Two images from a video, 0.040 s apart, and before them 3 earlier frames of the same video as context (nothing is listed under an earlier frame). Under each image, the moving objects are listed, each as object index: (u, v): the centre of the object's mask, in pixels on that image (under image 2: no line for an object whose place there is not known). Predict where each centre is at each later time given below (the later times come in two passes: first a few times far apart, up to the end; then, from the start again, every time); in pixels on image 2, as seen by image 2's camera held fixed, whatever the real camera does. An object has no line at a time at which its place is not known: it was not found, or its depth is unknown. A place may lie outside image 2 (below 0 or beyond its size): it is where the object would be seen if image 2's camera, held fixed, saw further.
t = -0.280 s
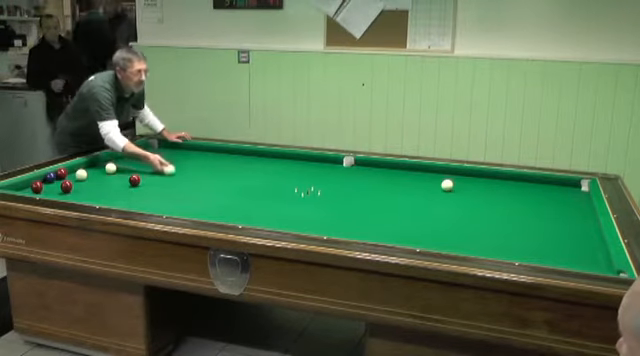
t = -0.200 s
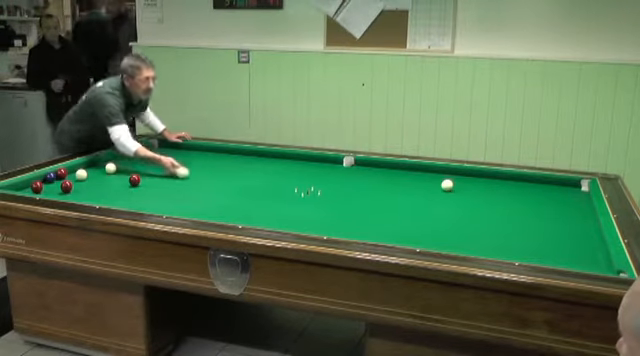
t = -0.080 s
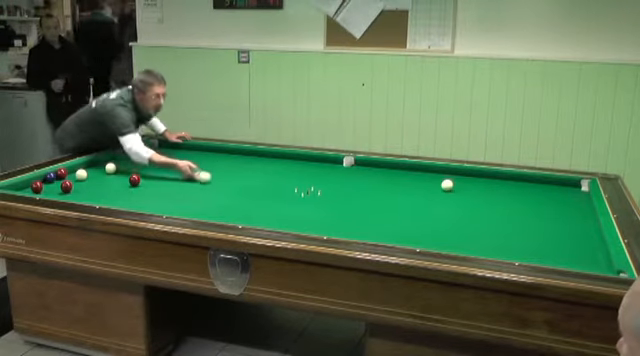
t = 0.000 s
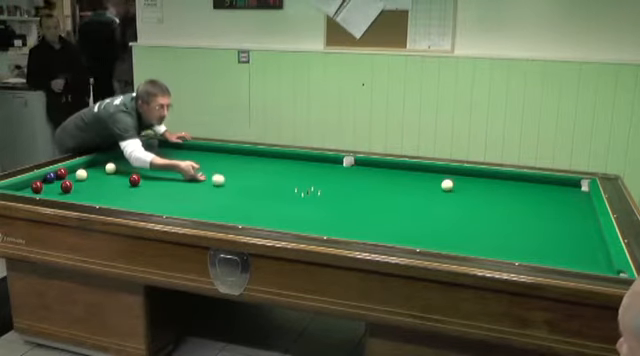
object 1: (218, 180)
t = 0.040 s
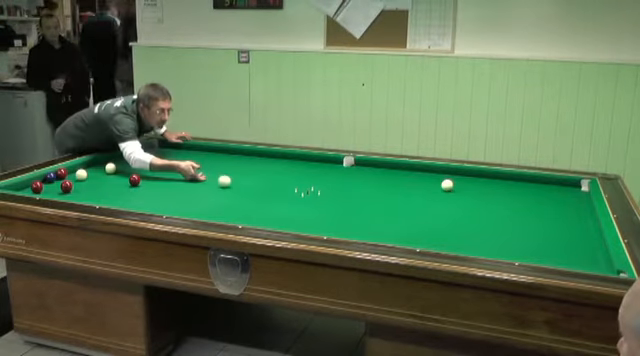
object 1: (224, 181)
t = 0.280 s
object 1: (262, 189)
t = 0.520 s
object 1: (304, 197)
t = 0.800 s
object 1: (357, 207)
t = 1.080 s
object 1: (414, 219)
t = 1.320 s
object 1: (468, 230)
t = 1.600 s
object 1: (532, 244)
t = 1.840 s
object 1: (594, 257)
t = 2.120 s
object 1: (562, 256)
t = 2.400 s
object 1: (521, 253)
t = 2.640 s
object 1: (485, 250)
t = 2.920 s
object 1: (445, 247)
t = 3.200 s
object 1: (410, 241)
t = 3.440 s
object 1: (383, 237)
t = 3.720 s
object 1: (353, 232)
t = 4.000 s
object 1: (326, 228)
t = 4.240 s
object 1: (303, 223)
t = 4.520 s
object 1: (279, 220)
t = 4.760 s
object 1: (259, 217)
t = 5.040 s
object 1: (238, 214)
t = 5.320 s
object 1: (218, 210)
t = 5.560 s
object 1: (203, 208)
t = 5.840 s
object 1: (186, 204)
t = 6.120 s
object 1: (171, 201)
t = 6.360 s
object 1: (158, 199)
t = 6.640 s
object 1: (145, 196)
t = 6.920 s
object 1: (133, 193)
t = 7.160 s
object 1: (122, 191)
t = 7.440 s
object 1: (111, 189)
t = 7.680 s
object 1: (103, 187)
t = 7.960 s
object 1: (94, 185)
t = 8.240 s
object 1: (85, 183)
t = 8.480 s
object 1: (78, 182)
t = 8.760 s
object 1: (71, 179)
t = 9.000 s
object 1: (65, 177)
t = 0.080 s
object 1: (230, 182)
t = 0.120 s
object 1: (236, 184)
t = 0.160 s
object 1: (243, 185)
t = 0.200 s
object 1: (249, 186)
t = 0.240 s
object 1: (255, 187)
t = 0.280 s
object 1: (262, 189)
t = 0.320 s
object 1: (269, 190)
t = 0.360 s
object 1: (276, 191)
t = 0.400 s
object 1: (283, 193)
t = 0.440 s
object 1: (290, 194)
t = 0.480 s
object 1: (297, 195)
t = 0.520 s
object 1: (304, 197)
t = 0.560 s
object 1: (311, 199)
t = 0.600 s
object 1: (319, 200)
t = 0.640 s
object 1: (326, 201)
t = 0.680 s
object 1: (334, 203)
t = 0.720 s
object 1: (341, 205)
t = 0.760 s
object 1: (349, 206)
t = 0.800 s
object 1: (357, 207)
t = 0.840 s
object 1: (365, 209)
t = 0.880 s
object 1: (373, 211)
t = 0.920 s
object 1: (381, 212)
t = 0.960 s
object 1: (389, 214)
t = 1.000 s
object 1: (398, 215)
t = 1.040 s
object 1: (406, 217)
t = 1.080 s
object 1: (414, 219)
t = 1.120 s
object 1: (423, 221)
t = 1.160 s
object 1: (432, 222)
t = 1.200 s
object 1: (441, 225)
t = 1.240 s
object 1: (450, 226)
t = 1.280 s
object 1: (458, 228)
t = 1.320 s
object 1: (468, 230)
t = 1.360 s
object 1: (476, 232)
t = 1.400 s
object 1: (486, 234)
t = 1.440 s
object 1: (495, 236)
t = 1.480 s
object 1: (504, 238)
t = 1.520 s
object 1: (514, 240)
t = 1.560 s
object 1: (523, 242)
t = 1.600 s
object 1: (532, 244)
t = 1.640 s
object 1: (542, 246)
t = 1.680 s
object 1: (552, 249)
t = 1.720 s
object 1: (562, 250)
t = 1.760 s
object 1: (573, 253)
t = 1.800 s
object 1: (583, 255)
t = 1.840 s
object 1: (594, 257)
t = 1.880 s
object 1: (602, 259)
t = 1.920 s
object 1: (595, 258)
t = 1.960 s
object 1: (587, 258)
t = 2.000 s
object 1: (580, 258)
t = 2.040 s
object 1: (575, 257)
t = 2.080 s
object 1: (568, 256)
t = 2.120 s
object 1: (562, 256)
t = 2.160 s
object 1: (557, 256)
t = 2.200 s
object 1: (550, 255)
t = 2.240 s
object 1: (545, 255)
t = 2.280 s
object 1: (538, 254)
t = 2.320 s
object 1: (533, 254)
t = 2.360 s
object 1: (527, 253)
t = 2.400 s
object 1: (521, 253)
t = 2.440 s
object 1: (515, 251)
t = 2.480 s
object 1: (509, 251)
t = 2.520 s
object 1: (503, 251)
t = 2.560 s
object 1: (497, 251)
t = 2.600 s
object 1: (491, 251)
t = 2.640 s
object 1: (485, 250)
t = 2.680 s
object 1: (479, 250)
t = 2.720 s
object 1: (474, 249)
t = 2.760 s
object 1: (468, 249)
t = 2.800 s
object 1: (462, 249)
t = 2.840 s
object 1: (457, 248)
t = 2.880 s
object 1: (451, 248)
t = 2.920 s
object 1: (445, 247)
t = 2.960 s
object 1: (439, 246)
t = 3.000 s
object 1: (434, 245)
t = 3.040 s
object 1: (430, 245)
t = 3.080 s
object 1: (425, 244)
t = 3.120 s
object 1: (420, 243)
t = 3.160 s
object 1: (415, 242)
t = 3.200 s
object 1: (410, 241)
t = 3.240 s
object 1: (406, 241)
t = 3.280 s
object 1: (401, 240)
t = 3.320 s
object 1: (397, 239)
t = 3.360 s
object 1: (392, 238)
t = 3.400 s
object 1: (388, 238)
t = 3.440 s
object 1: (383, 237)
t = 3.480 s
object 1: (379, 236)
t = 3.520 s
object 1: (375, 236)
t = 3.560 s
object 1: (370, 235)
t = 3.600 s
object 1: (366, 234)
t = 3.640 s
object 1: (362, 234)
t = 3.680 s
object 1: (357, 233)
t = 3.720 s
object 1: (353, 232)
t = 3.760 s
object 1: (349, 232)
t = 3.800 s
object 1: (345, 231)
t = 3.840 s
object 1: (341, 230)
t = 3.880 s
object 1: (337, 230)
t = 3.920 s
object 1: (333, 229)
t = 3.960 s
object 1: (329, 228)
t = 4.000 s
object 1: (326, 228)
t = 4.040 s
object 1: (322, 227)
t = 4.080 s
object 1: (318, 226)
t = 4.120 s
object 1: (314, 226)
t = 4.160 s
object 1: (310, 224)
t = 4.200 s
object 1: (307, 224)
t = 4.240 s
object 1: (303, 223)
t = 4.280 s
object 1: (300, 223)
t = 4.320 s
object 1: (296, 222)
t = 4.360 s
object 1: (292, 222)
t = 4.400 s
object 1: (289, 221)
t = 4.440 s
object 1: (285, 221)
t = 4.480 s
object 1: (282, 220)
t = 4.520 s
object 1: (279, 220)
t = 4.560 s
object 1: (275, 219)
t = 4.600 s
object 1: (272, 219)
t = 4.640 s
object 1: (269, 218)
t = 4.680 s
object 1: (266, 218)
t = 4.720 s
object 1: (263, 217)
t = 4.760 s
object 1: (259, 217)
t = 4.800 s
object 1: (256, 216)
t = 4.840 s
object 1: (253, 216)
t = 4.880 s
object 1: (250, 216)
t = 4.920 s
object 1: (247, 216)
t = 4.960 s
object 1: (244, 215)
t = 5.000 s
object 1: (241, 215)
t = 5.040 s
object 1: (238, 214)
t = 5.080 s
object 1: (235, 213)
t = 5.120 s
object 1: (232, 213)
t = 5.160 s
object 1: (230, 212)
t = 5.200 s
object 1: (227, 212)
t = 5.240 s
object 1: (224, 211)
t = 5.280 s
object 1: (221, 211)
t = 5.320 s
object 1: (218, 210)
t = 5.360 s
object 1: (216, 210)
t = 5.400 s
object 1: (213, 209)
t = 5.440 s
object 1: (211, 209)
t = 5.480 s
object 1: (208, 209)
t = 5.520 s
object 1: (206, 208)
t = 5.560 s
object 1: (203, 208)
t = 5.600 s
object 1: (201, 207)
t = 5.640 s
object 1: (198, 206)
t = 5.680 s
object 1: (196, 206)
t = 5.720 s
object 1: (193, 206)
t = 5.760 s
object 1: (191, 205)
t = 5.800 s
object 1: (189, 204)
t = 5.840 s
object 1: (186, 204)
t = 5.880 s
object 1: (184, 203)
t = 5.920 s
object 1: (182, 203)
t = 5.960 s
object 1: (179, 203)
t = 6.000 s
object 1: (177, 202)
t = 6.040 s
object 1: (175, 202)
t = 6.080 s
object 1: (173, 201)
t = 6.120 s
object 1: (171, 201)
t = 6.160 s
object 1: (169, 200)
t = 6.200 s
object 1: (166, 200)
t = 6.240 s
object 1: (164, 200)
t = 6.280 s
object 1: (162, 200)
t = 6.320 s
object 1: (160, 199)
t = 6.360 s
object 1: (158, 199)
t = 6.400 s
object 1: (156, 198)
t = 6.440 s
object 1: (154, 197)
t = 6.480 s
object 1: (152, 197)
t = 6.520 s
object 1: (150, 197)
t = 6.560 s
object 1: (148, 196)
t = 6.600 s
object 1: (147, 196)
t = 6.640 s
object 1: (145, 196)
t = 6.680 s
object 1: (143, 195)
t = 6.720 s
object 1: (141, 195)
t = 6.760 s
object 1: (139, 194)
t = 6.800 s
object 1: (138, 194)
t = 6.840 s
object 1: (136, 194)
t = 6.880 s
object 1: (134, 193)
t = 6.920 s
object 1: (133, 193)
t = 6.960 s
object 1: (131, 192)
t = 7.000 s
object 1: (129, 192)
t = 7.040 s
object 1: (127, 192)
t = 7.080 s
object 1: (126, 192)
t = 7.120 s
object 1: (124, 191)
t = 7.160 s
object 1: (122, 191)
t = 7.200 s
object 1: (121, 191)
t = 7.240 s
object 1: (119, 190)
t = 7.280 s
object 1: (118, 190)
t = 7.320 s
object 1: (116, 190)
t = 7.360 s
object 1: (114, 190)
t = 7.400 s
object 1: (113, 189)
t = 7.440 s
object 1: (111, 189)
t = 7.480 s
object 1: (110, 189)
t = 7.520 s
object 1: (108, 188)
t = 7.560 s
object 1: (107, 188)
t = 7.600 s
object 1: (106, 188)
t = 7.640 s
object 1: (104, 187)
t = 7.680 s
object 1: (103, 187)
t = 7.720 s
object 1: (102, 187)
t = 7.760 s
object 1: (100, 187)
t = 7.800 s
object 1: (99, 186)
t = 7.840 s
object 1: (98, 186)
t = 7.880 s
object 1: (96, 186)
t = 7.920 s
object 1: (95, 185)
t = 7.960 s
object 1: (94, 185)
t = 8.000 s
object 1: (93, 185)
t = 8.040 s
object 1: (91, 184)
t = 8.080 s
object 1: (90, 184)
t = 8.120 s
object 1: (89, 184)
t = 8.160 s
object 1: (88, 184)
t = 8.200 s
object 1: (86, 183)
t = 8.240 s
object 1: (85, 183)
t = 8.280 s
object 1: (84, 183)
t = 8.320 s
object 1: (83, 183)
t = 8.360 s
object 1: (82, 182)
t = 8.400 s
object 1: (81, 182)
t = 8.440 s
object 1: (79, 182)
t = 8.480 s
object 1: (78, 182)
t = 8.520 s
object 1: (77, 181)
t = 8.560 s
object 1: (77, 181)
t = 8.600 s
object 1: (75, 180)
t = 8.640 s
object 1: (74, 179)
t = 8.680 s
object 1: (73, 179)
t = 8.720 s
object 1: (72, 179)
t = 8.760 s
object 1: (71, 179)
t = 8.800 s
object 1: (70, 178)
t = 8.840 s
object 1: (70, 178)
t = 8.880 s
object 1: (68, 177)
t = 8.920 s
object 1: (67, 177)
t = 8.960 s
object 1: (66, 177)
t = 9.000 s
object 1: (65, 177)
